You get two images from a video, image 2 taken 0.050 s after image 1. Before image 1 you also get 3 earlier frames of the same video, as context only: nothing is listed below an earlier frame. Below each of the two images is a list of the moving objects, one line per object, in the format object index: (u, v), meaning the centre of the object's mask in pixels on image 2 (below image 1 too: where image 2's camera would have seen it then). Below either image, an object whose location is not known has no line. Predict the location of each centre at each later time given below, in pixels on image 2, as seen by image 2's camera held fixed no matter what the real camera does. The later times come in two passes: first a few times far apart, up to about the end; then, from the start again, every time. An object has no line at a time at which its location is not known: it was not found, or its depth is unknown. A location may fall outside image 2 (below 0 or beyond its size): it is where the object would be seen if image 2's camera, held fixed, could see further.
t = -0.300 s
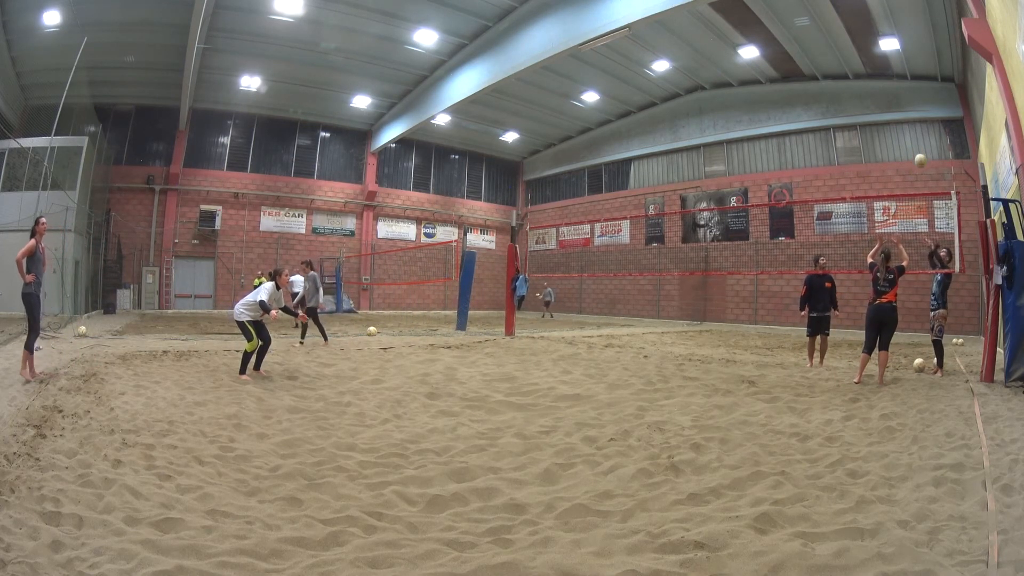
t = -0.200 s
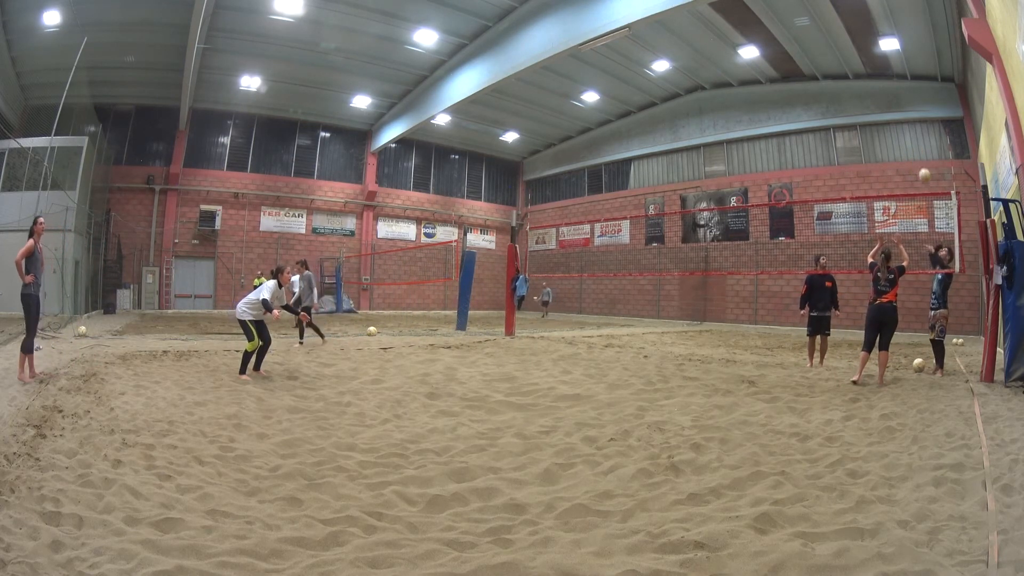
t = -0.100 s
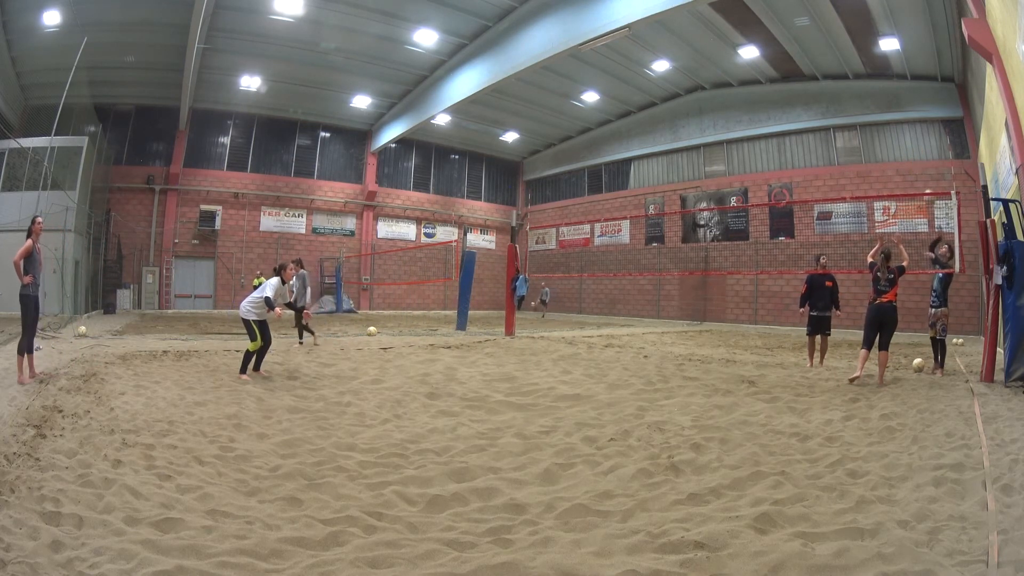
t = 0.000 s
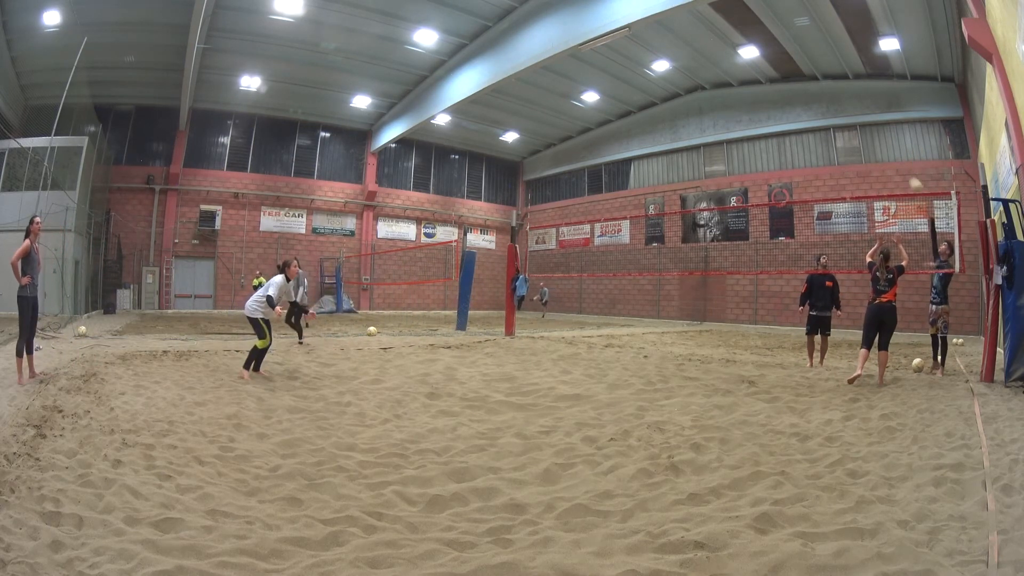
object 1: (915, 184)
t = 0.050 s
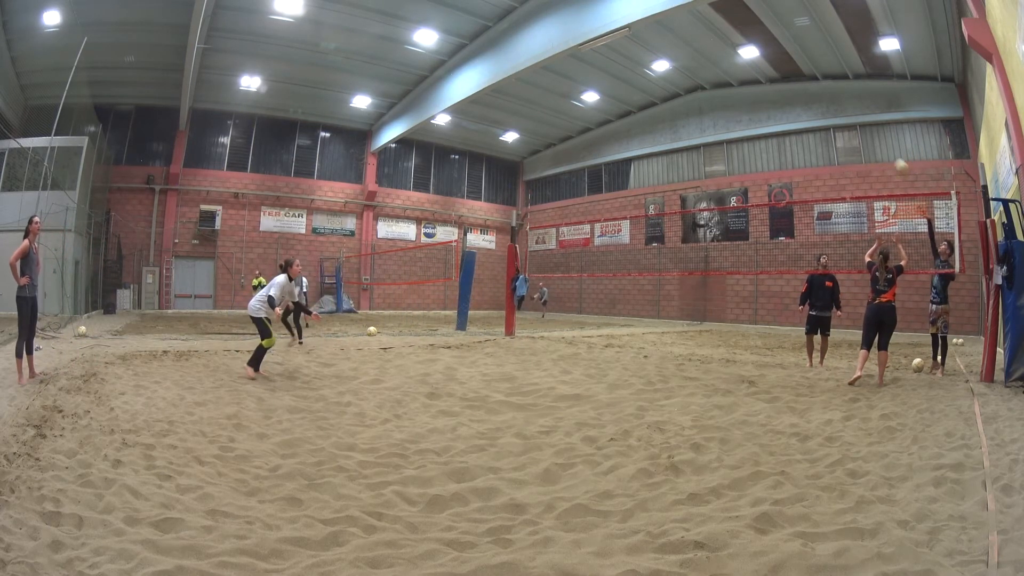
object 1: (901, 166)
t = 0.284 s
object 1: (834, 102)
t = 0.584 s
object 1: (754, 79)
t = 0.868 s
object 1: (685, 110)
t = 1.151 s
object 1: (622, 191)
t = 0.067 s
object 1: (896, 160)
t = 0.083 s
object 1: (892, 155)
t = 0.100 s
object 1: (887, 150)
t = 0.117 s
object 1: (881, 143)
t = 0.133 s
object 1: (877, 138)
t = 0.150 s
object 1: (872, 133)
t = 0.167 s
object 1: (867, 129)
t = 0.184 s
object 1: (863, 125)
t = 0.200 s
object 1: (858, 121)
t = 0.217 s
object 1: (853, 117)
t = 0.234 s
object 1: (848, 113)
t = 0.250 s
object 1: (844, 109)
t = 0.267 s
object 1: (839, 106)
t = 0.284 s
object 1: (834, 102)
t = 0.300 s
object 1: (829, 99)
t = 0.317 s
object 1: (825, 97)
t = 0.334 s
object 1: (820, 94)
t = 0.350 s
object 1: (815, 92)
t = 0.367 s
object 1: (811, 90)
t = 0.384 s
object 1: (806, 88)
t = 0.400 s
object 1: (802, 86)
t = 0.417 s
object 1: (797, 85)
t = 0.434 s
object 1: (793, 83)
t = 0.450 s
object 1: (789, 82)
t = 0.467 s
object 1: (784, 81)
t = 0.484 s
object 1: (780, 80)
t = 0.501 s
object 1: (775, 79)
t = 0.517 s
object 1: (771, 79)
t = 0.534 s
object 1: (767, 79)
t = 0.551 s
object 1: (762, 79)
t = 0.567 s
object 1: (758, 79)
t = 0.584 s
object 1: (754, 79)
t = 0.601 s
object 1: (750, 79)
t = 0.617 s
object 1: (745, 80)
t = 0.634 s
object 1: (741, 81)
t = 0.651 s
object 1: (737, 81)
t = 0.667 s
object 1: (733, 82)
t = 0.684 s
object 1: (729, 83)
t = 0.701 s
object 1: (725, 85)
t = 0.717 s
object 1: (721, 86)
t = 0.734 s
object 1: (717, 88)
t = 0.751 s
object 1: (713, 90)
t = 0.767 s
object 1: (709, 93)
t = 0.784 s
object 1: (705, 95)
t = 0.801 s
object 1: (701, 98)
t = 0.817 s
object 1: (697, 100)
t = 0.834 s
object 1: (693, 103)
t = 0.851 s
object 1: (689, 106)
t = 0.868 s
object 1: (685, 110)
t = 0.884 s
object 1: (682, 112)
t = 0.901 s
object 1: (678, 116)
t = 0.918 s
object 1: (674, 120)
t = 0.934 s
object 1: (670, 123)
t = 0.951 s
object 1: (666, 128)
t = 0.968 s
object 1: (663, 132)
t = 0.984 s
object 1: (658, 137)
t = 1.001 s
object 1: (655, 141)
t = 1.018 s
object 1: (651, 146)
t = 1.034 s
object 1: (648, 151)
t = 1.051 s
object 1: (644, 157)
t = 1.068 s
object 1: (640, 162)
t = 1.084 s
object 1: (636, 167)
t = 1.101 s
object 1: (632, 173)
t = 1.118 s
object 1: (629, 180)
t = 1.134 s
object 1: (625, 186)
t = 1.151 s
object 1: (622, 191)
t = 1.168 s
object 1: (618, 197)
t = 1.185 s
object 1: (615, 205)
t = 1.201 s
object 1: (611, 212)
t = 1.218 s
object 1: (608, 219)
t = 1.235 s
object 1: (604, 225)
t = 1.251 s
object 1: (600, 234)
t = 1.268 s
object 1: (597, 241)
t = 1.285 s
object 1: (594, 249)
